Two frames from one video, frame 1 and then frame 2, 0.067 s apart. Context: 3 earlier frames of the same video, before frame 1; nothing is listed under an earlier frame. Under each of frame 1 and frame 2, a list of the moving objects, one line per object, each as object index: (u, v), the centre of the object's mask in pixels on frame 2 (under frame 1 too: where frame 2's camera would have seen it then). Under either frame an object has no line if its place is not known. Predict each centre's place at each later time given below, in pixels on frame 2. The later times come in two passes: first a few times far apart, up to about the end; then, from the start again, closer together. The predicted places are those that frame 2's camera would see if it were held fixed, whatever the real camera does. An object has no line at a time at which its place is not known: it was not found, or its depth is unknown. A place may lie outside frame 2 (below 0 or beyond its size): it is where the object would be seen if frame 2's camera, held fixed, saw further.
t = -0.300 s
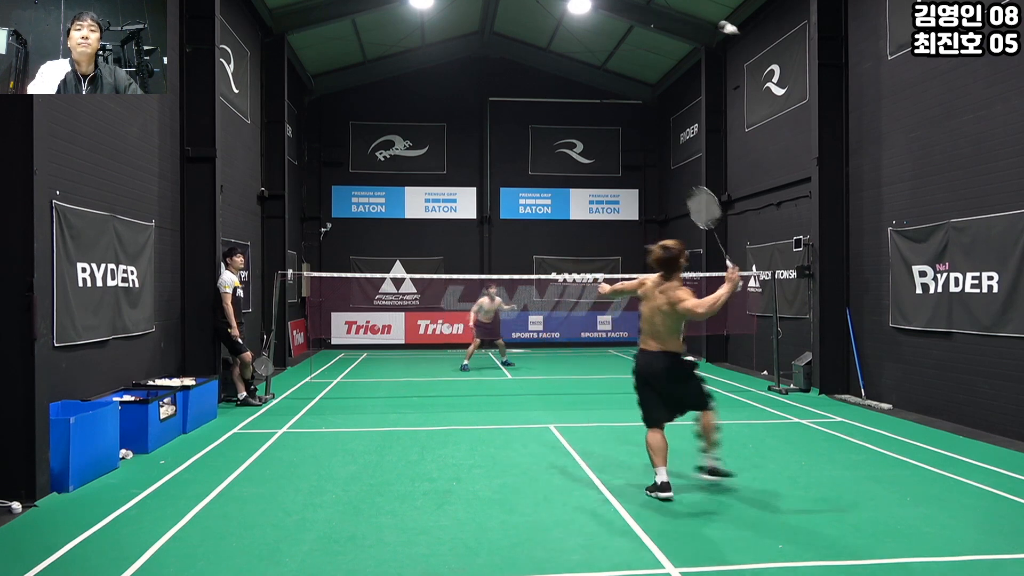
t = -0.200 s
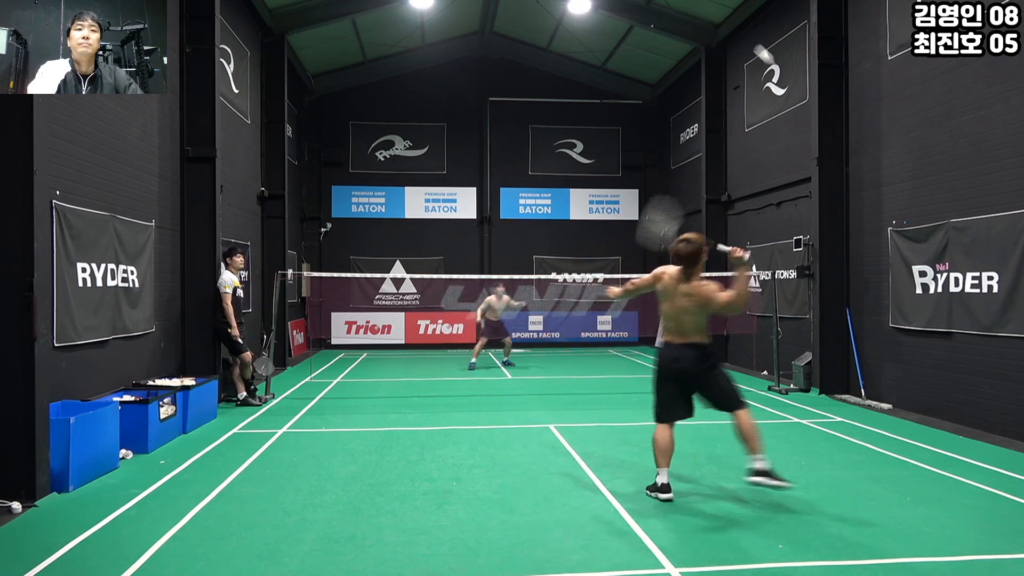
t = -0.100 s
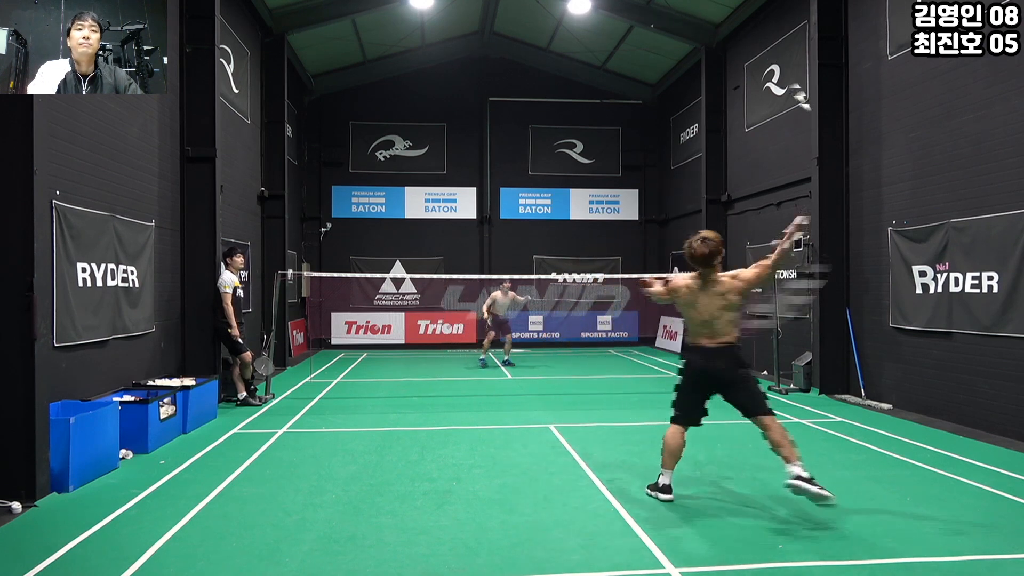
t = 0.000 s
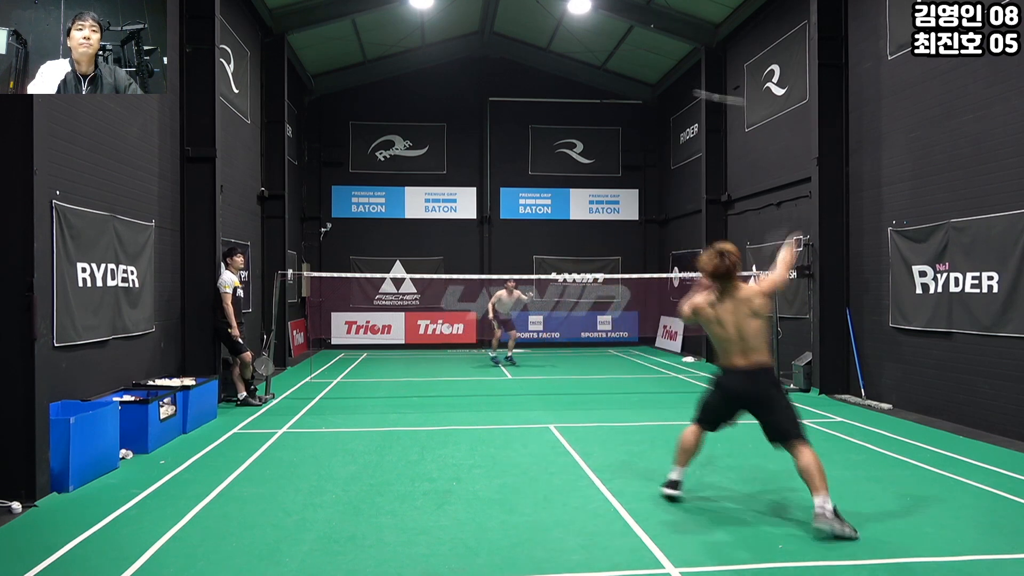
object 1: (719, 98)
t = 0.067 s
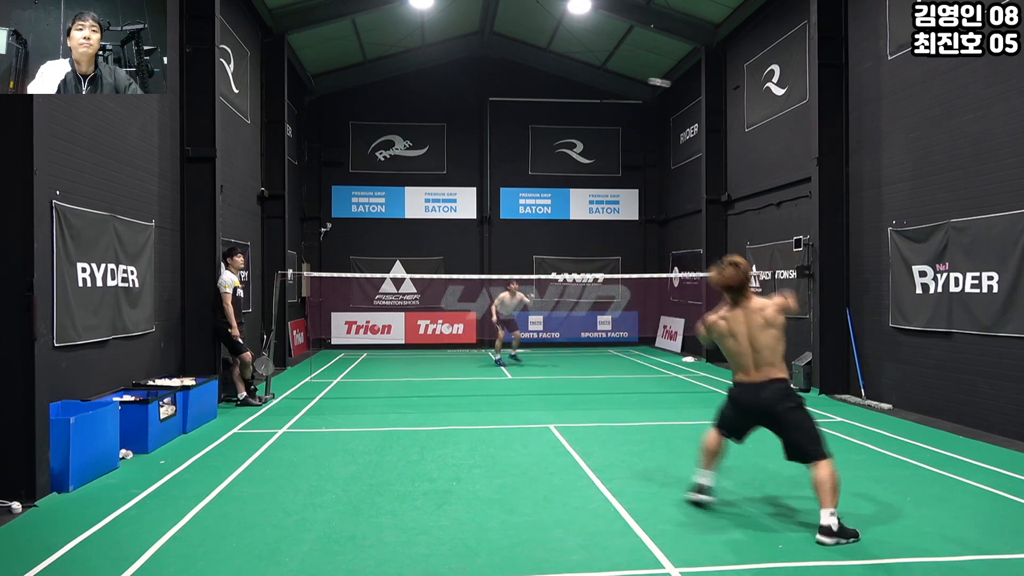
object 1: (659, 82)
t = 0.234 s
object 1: (610, 80)
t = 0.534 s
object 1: (582, 108)
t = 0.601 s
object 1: (579, 118)
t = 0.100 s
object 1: (644, 80)
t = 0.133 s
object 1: (632, 78)
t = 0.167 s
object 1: (623, 78)
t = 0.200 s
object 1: (616, 78)
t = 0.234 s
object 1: (610, 80)
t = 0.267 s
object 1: (605, 81)
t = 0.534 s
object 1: (582, 108)
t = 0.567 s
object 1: (580, 113)
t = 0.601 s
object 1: (579, 118)
